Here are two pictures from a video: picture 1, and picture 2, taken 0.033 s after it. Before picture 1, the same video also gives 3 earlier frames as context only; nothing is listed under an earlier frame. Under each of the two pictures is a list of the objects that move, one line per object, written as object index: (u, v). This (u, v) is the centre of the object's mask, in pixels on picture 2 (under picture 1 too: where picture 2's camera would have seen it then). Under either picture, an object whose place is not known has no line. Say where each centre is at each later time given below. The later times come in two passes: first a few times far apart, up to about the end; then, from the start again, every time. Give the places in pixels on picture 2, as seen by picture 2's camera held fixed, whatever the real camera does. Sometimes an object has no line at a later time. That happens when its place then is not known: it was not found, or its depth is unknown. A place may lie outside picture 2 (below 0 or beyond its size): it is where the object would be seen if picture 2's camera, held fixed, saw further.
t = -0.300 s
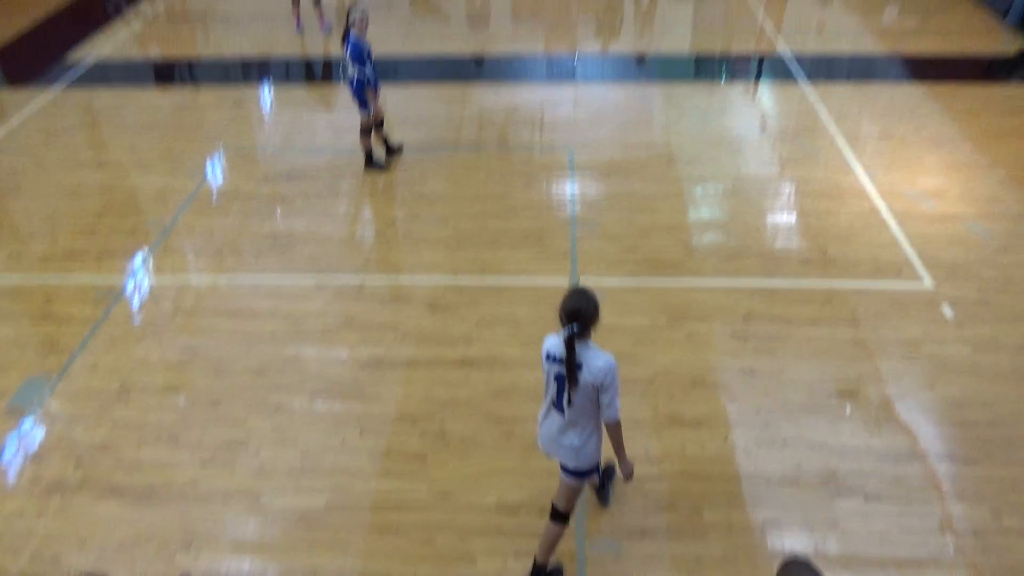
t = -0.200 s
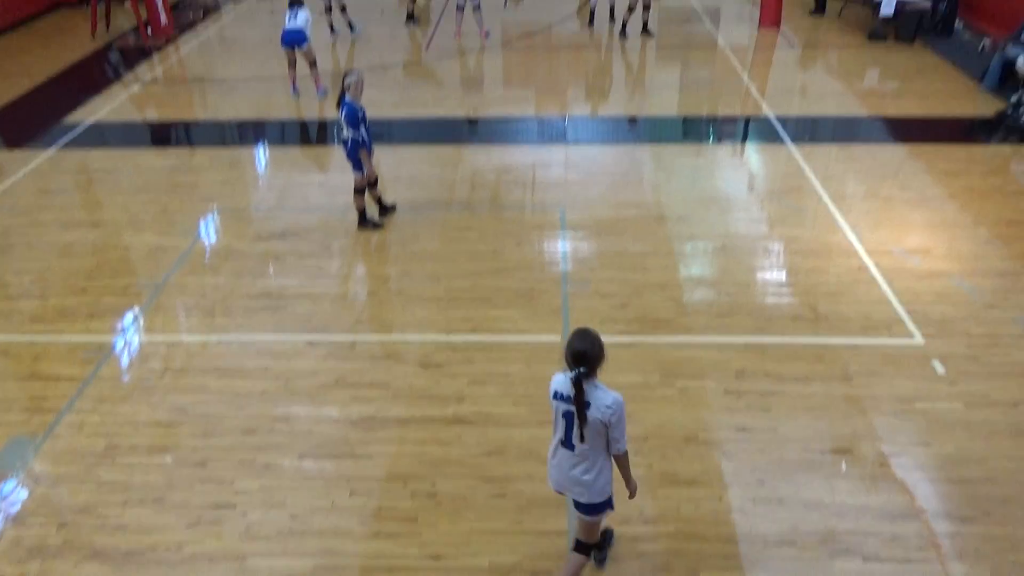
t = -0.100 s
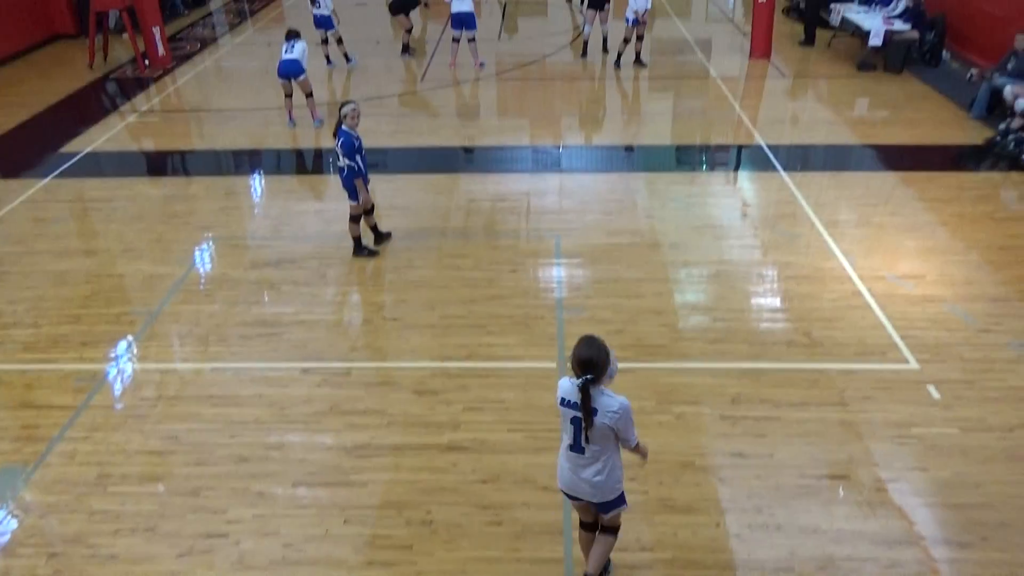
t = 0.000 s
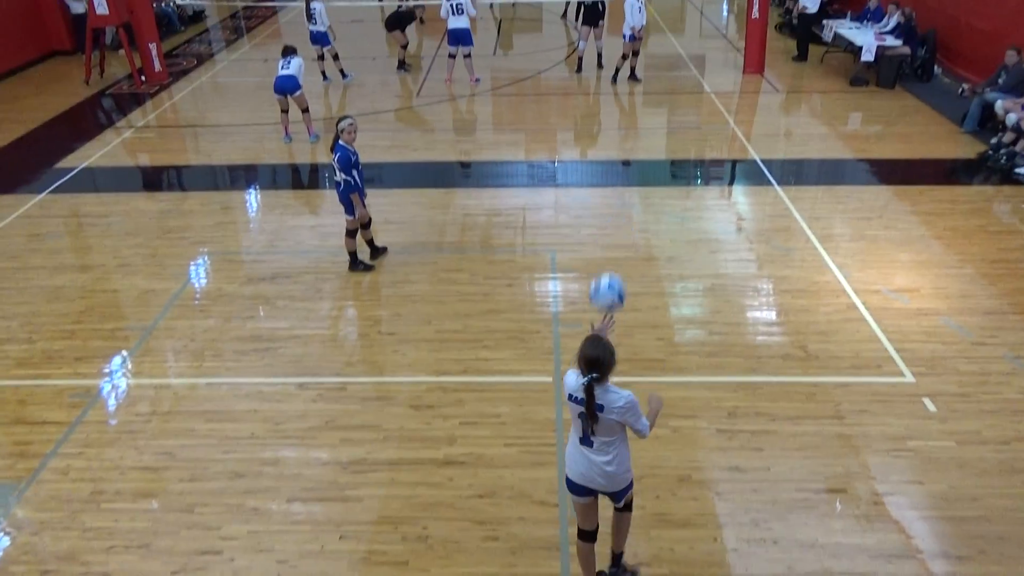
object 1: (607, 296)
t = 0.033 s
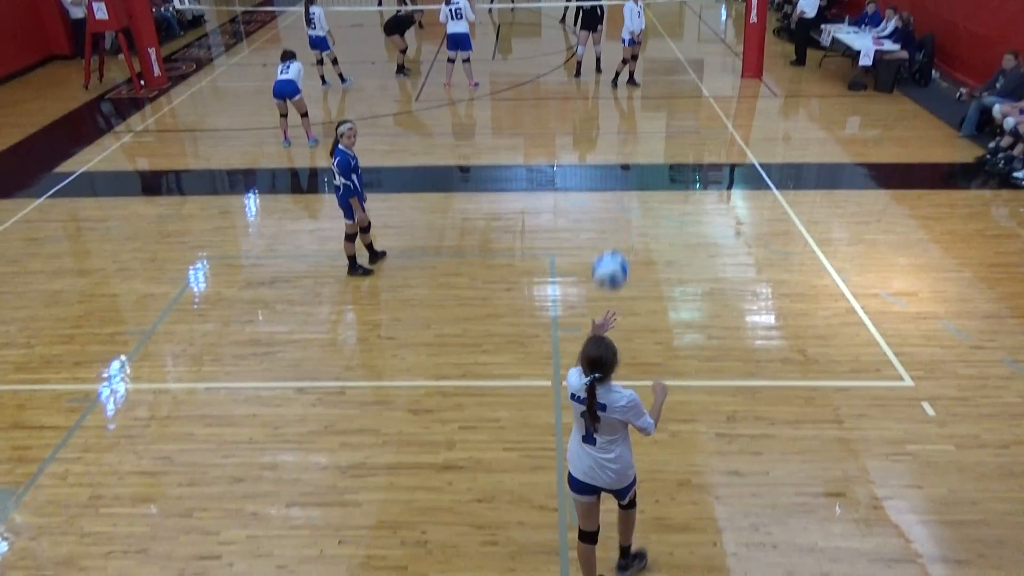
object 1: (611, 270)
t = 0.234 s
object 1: (633, 142)
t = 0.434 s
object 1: (651, 82)
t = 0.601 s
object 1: (660, 86)
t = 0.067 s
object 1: (615, 245)
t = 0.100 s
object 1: (618, 221)
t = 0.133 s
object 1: (622, 198)
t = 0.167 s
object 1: (625, 178)
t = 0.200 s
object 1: (629, 158)
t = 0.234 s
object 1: (633, 142)
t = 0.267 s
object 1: (636, 127)
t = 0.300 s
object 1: (639, 114)
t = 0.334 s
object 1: (642, 103)
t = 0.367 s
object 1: (645, 94)
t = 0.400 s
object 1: (648, 87)
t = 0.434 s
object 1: (651, 82)
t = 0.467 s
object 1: (653, 79)
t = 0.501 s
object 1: (655, 78)
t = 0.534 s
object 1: (657, 79)
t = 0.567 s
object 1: (659, 82)
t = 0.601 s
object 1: (660, 86)
